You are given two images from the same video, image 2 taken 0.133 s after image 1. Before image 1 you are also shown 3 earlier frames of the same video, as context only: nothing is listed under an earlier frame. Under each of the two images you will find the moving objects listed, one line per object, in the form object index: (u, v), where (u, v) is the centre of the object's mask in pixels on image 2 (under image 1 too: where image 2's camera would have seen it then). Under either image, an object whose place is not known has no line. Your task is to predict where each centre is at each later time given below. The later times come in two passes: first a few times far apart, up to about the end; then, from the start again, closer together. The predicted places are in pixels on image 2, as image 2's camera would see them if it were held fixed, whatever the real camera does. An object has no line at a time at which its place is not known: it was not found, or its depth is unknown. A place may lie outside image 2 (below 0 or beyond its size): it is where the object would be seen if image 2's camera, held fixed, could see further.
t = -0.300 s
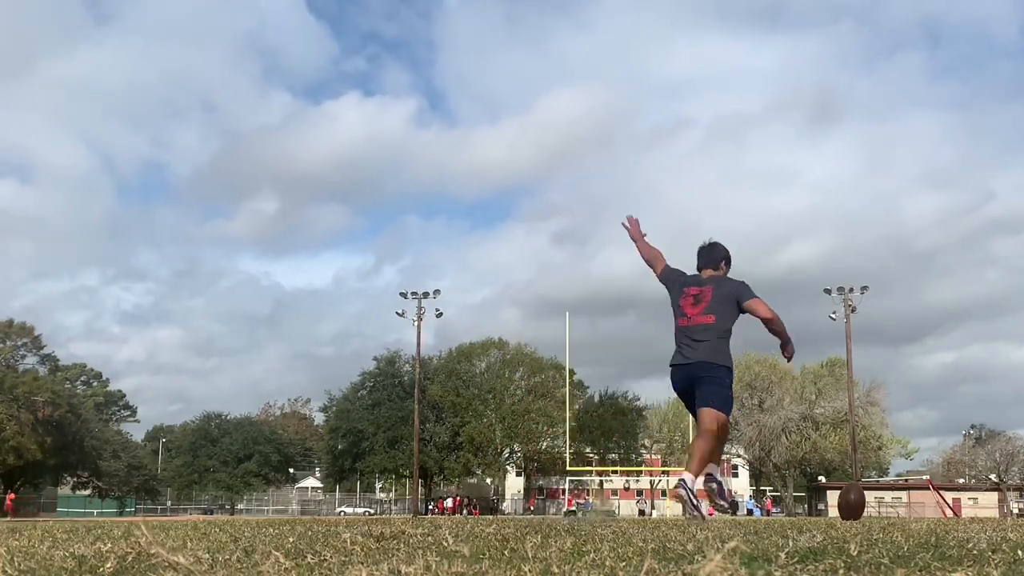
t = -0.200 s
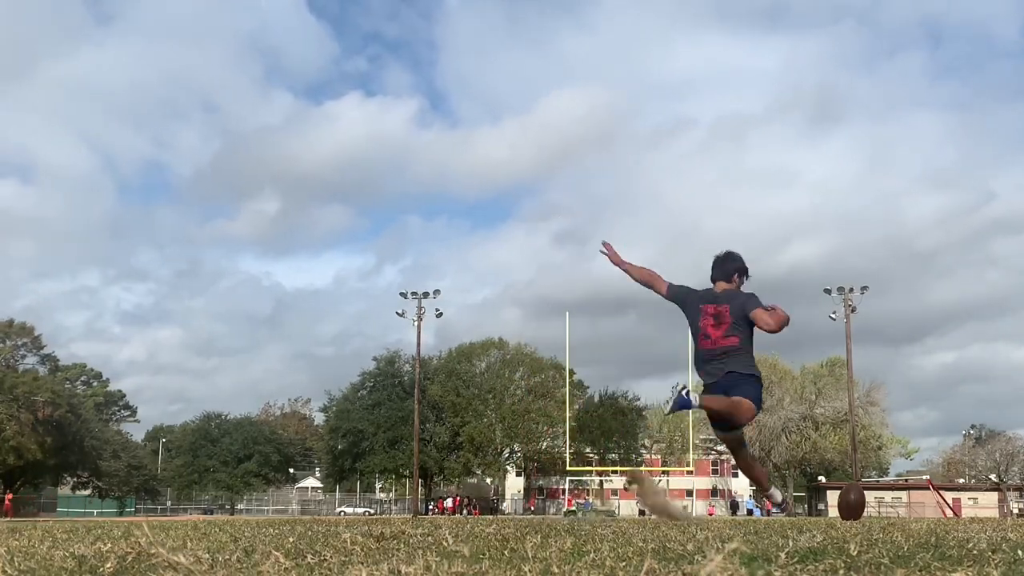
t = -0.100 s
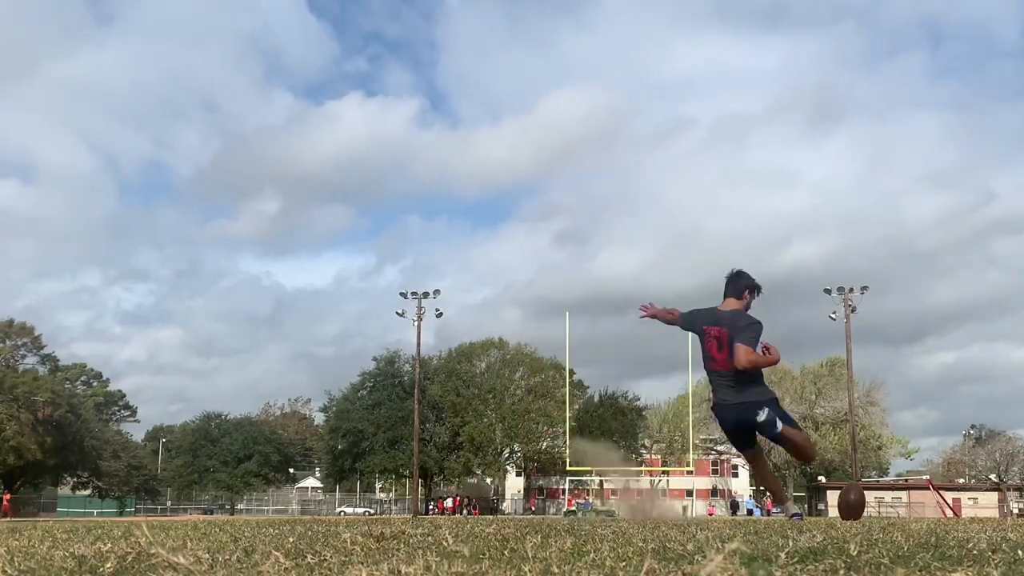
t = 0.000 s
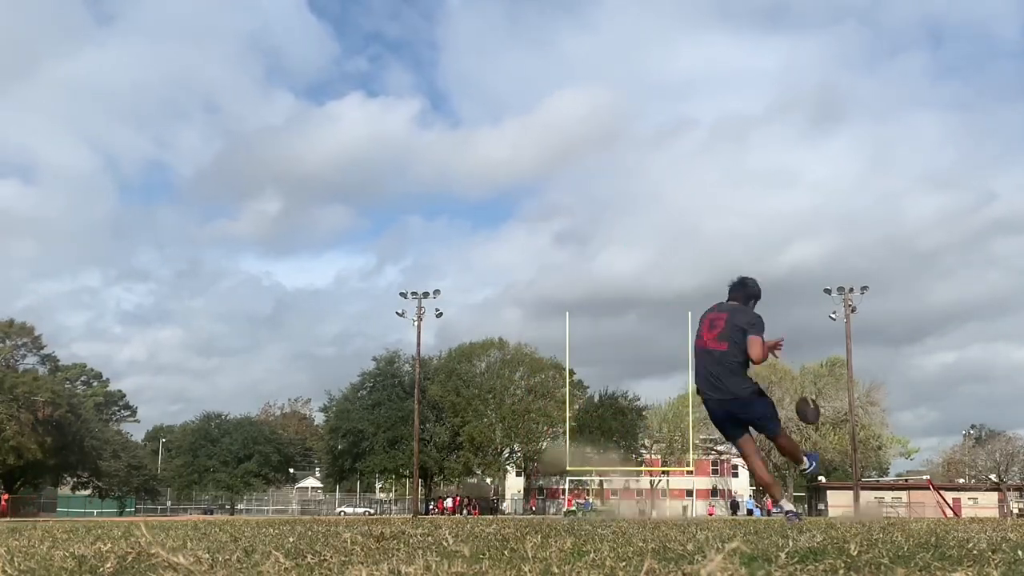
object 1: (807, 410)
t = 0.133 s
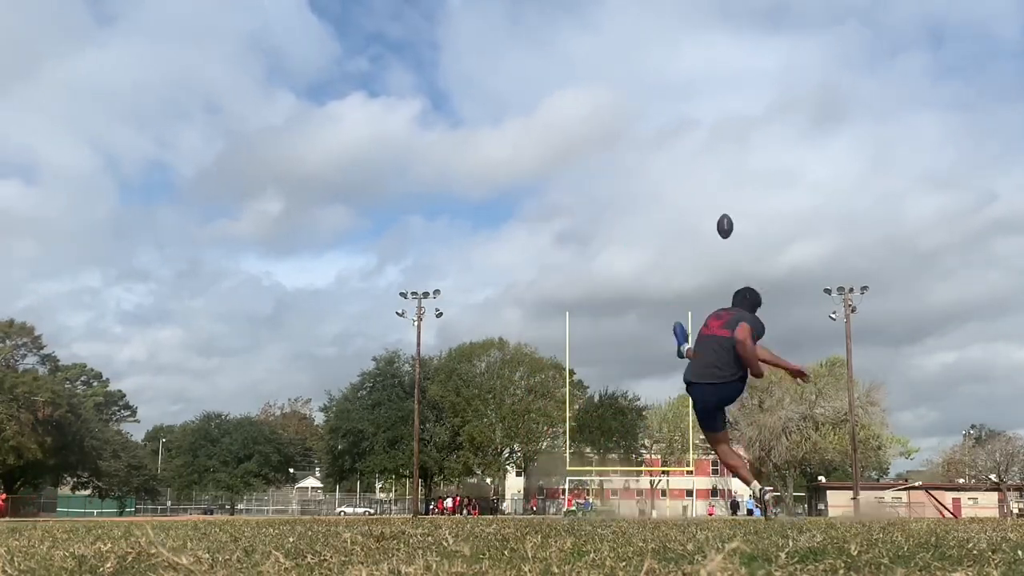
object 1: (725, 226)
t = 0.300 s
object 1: (679, 121)
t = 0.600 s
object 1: (643, 52)
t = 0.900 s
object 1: (628, 37)
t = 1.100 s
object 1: (623, 42)
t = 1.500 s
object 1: (621, 71)
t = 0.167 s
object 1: (712, 197)
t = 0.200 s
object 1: (702, 174)
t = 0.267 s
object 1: (685, 136)
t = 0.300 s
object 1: (679, 121)
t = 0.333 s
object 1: (673, 109)
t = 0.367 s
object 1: (668, 98)
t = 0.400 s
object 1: (663, 88)
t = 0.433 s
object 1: (659, 80)
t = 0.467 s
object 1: (655, 73)
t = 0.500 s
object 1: (652, 66)
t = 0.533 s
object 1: (649, 60)
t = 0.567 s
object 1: (646, 56)
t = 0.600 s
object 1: (643, 52)
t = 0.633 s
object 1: (641, 48)
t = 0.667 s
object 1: (639, 45)
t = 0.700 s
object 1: (637, 43)
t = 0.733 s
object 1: (635, 41)
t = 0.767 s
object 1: (633, 39)
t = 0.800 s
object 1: (632, 38)
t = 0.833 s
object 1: (630, 38)
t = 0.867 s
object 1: (629, 38)
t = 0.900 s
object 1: (628, 37)
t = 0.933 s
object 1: (627, 37)
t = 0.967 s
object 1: (626, 38)
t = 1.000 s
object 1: (625, 39)
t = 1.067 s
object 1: (624, 41)
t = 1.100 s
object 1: (623, 42)
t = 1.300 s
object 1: (622, 54)
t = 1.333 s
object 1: (621, 57)
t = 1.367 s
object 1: (621, 60)
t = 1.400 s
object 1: (621, 62)
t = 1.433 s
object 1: (621, 65)
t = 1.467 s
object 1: (621, 68)
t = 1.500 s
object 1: (621, 71)
